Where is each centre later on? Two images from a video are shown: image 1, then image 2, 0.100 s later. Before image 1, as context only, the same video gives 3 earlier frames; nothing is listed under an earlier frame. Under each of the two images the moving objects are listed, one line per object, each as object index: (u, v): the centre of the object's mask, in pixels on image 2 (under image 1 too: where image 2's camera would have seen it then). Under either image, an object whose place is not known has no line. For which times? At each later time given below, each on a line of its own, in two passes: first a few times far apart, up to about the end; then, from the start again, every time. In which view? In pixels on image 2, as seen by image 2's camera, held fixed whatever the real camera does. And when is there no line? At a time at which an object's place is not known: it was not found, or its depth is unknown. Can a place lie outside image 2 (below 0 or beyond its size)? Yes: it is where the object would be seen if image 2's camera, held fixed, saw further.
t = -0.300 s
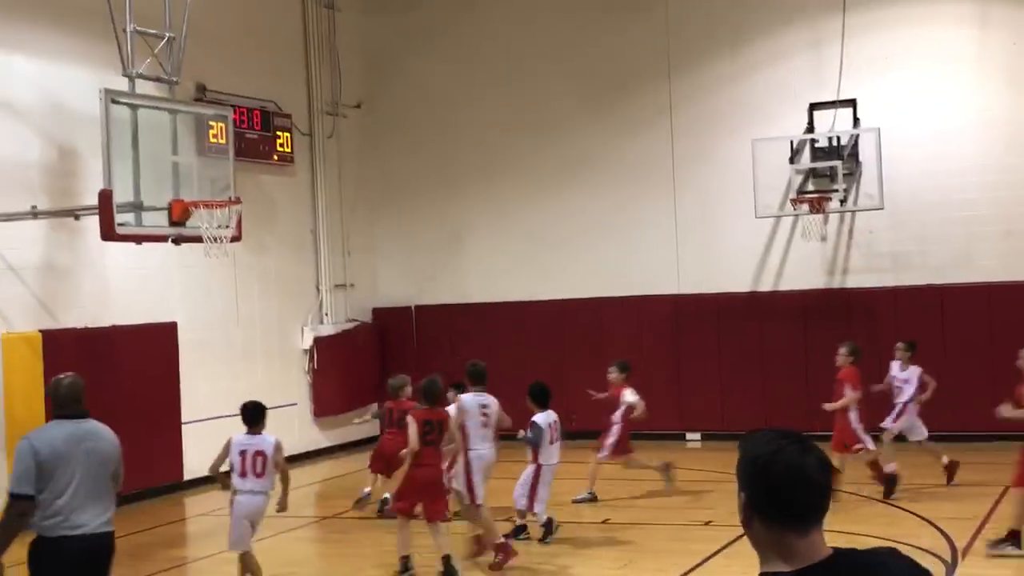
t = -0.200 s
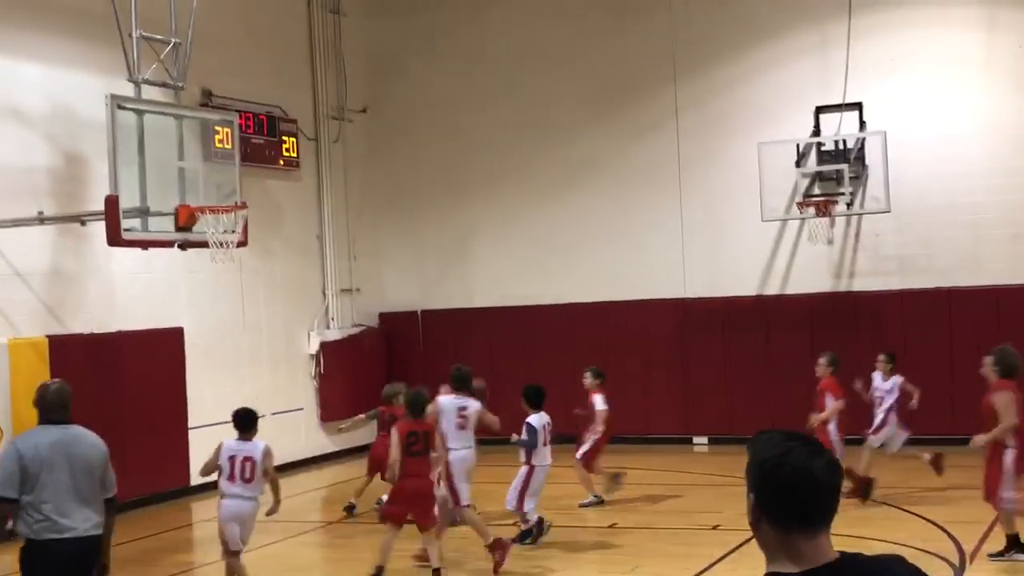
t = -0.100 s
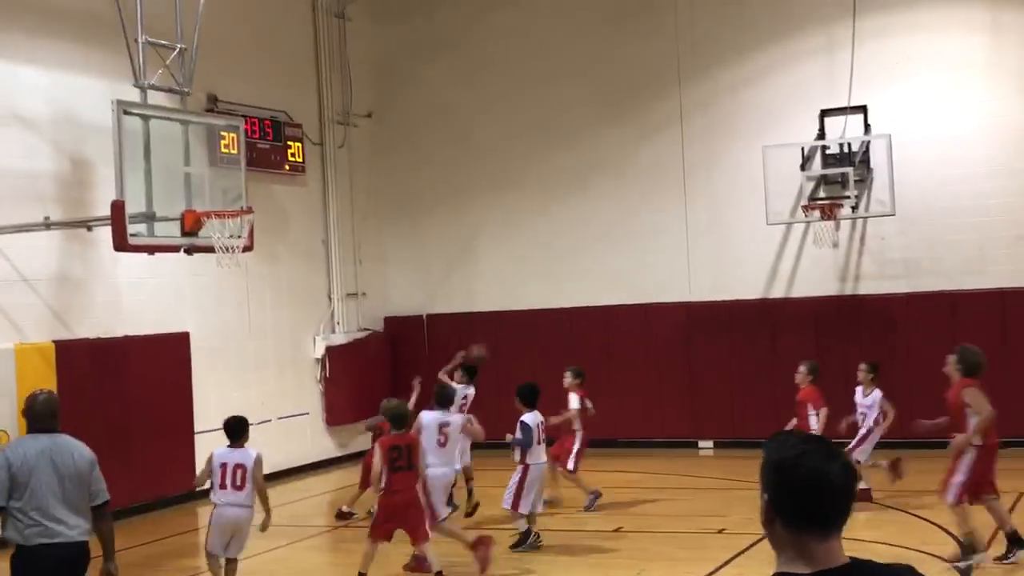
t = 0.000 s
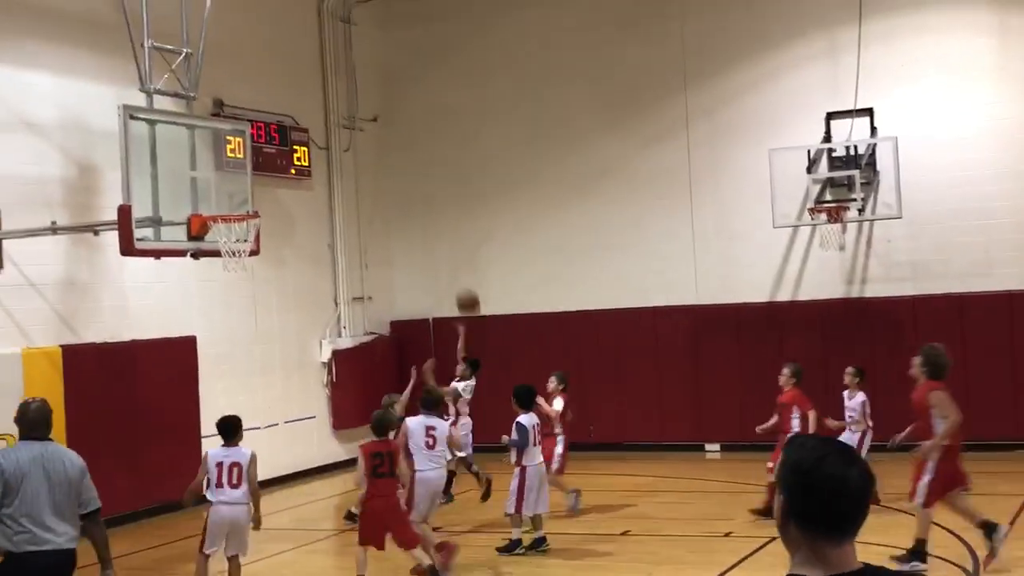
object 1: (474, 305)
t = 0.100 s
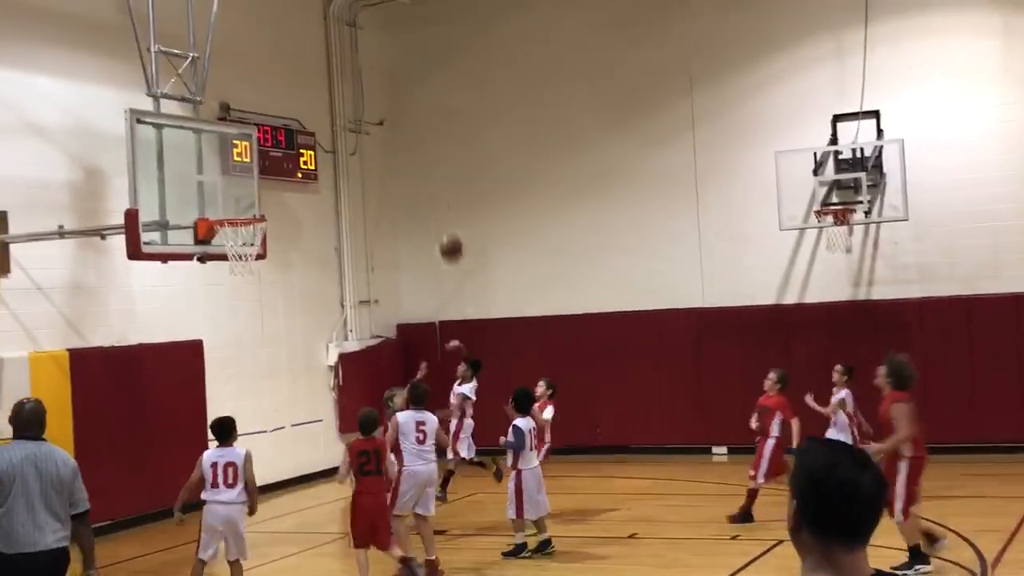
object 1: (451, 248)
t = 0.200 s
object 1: (428, 199)
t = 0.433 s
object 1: (376, 120)
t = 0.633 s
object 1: (332, 96)
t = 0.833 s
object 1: (289, 113)
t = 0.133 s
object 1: (443, 230)
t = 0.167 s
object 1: (436, 214)
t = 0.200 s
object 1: (428, 199)
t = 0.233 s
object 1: (421, 186)
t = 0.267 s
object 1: (413, 171)
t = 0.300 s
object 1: (406, 159)
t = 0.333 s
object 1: (397, 147)
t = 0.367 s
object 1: (390, 137)
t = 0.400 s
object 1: (383, 128)
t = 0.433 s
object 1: (376, 120)
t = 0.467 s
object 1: (369, 113)
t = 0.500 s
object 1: (361, 107)
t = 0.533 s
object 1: (354, 103)
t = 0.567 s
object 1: (346, 99)
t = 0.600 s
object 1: (339, 97)
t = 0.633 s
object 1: (332, 96)
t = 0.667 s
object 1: (324, 96)
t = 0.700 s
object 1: (317, 97)
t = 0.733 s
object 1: (310, 99)
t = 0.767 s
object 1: (303, 102)
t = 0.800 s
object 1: (296, 107)
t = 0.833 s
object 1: (289, 113)
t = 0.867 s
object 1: (283, 119)
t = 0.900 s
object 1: (274, 128)
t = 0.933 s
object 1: (267, 136)
